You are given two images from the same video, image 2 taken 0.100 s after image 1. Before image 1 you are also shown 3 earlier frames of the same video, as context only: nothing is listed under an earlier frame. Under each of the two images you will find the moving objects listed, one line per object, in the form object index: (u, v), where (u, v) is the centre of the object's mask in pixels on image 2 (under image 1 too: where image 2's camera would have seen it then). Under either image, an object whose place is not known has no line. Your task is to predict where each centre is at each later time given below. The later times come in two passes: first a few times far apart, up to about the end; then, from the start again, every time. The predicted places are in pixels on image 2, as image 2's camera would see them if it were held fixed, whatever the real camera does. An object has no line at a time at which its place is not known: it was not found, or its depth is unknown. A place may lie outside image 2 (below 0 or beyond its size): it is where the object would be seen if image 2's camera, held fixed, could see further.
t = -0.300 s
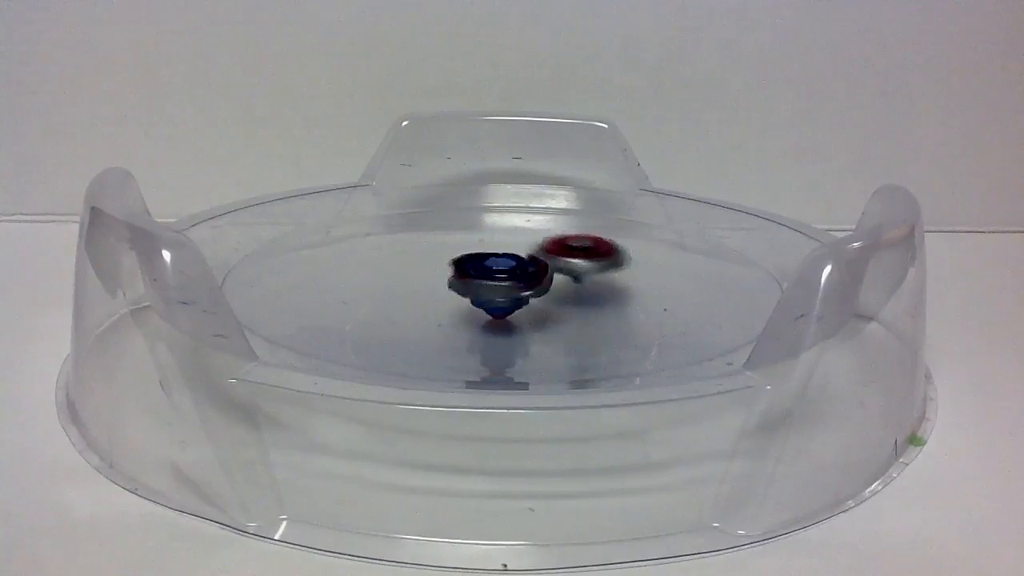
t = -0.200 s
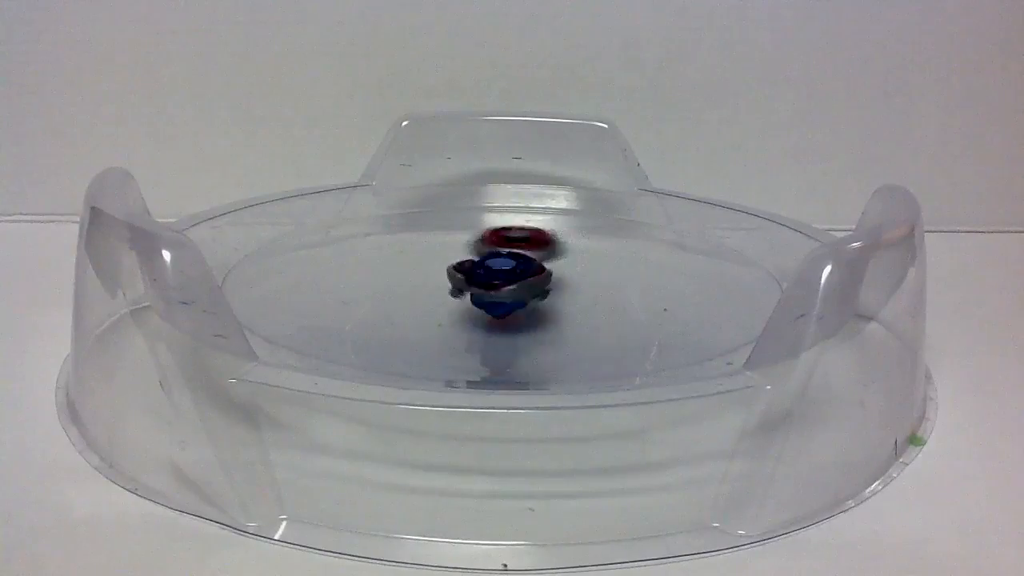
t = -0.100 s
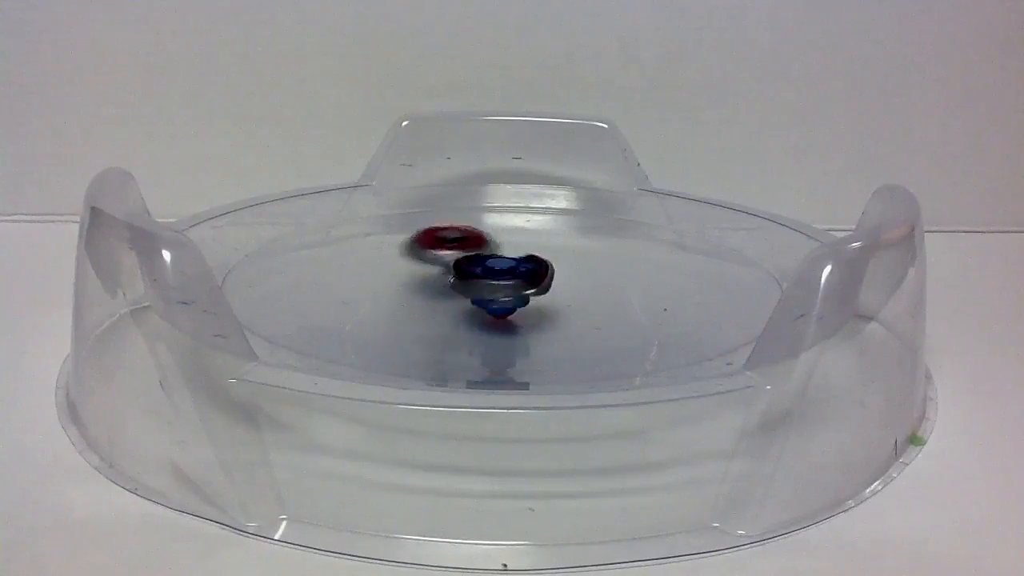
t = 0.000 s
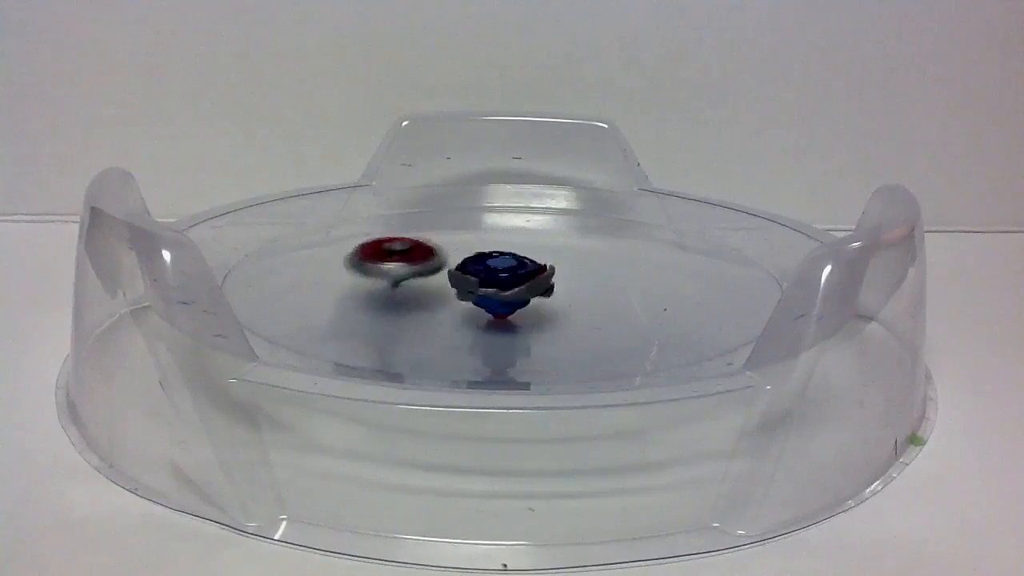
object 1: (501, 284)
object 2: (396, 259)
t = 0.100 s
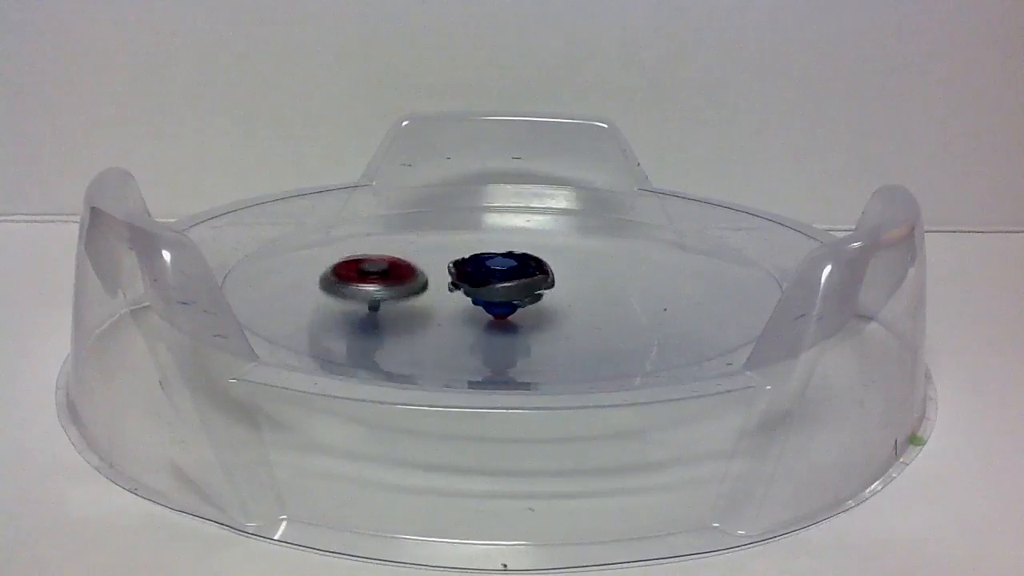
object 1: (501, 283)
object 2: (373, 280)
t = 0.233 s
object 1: (502, 283)
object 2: (415, 311)
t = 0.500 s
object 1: (502, 284)
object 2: (613, 302)
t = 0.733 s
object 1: (502, 284)
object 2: (583, 253)
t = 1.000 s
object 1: (502, 284)
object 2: (417, 255)
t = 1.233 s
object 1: (503, 284)
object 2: (409, 305)
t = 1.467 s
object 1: (502, 284)
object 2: (588, 314)
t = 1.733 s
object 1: (502, 284)
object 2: (601, 260)
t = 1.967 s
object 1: (503, 284)
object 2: (449, 248)
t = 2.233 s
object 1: (503, 284)
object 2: (394, 300)
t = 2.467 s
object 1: (501, 279)
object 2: (556, 320)
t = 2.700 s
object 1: (502, 284)
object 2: (612, 273)
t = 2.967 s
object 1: (502, 284)
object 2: (460, 245)
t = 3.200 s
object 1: (503, 284)
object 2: (382, 285)
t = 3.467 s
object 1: (501, 276)
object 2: (537, 321)
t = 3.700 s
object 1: (502, 284)
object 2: (616, 276)
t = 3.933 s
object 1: (503, 281)
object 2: (507, 241)
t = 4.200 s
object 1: (503, 284)
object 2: (391, 281)
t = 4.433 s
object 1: (503, 274)
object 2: (501, 321)
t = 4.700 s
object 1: (502, 284)
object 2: (623, 282)
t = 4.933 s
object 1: (502, 281)
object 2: (526, 244)
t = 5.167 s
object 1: (511, 294)
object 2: (400, 268)
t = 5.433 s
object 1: (536, 295)
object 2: (433, 318)
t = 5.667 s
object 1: (527, 280)
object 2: (585, 319)
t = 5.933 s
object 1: (492, 286)
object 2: (595, 274)
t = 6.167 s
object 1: (498, 291)
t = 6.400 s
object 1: (490, 293)
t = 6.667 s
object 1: (504, 279)
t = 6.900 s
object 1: (524, 276)
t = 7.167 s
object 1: (490, 268)
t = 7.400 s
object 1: (449, 264)
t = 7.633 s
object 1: (448, 261)
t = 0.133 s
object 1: (501, 283)
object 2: (375, 288)
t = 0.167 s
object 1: (501, 283)
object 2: (384, 297)
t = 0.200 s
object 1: (501, 283)
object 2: (397, 304)
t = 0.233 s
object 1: (502, 283)
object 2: (415, 311)
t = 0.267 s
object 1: (503, 281)
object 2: (438, 321)
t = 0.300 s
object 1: (504, 276)
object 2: (465, 321)
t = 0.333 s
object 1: (503, 274)
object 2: (498, 328)
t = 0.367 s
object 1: (501, 275)
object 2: (525, 322)
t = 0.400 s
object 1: (500, 278)
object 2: (553, 319)
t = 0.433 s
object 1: (501, 283)
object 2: (580, 315)
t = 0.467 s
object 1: (502, 284)
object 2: (598, 309)
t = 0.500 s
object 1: (502, 284)
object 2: (613, 302)
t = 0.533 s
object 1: (502, 284)
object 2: (622, 294)
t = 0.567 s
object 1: (502, 284)
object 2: (626, 287)
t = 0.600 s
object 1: (502, 284)
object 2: (625, 279)
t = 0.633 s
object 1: (502, 284)
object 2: (620, 271)
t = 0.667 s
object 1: (502, 284)
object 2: (610, 264)
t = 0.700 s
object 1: (502, 284)
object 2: (598, 258)
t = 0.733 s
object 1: (502, 284)
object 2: (583, 253)
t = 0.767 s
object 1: (502, 284)
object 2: (565, 248)
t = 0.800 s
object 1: (502, 284)
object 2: (546, 243)
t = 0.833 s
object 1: (502, 283)
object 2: (524, 240)
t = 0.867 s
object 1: (503, 284)
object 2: (500, 239)
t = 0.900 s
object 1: (503, 283)
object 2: (474, 240)
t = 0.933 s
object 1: (502, 285)
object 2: (451, 244)
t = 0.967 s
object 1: (503, 284)
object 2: (432, 249)
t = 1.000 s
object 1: (502, 284)
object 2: (417, 255)
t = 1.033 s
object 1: (502, 284)
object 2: (404, 260)
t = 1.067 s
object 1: (502, 284)
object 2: (393, 267)
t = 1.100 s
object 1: (502, 284)
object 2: (387, 275)
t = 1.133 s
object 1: (503, 284)
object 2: (385, 282)
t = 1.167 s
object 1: (503, 284)
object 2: (388, 290)
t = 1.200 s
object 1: (503, 284)
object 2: (397, 298)
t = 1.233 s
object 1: (503, 284)
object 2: (409, 305)
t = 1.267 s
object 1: (504, 283)
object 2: (425, 311)
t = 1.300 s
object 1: (505, 278)
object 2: (449, 318)
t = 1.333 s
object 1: (505, 275)
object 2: (476, 321)
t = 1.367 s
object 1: (503, 275)
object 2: (507, 323)
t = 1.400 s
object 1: (501, 276)
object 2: (536, 322)
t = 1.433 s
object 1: (501, 281)
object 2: (560, 319)
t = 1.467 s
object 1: (502, 284)
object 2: (588, 314)
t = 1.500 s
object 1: (502, 284)
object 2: (608, 308)
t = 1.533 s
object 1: (502, 284)
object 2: (620, 302)
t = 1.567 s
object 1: (502, 284)
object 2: (629, 294)
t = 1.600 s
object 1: (502, 284)
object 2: (632, 287)
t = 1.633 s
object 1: (502, 284)
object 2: (631, 279)
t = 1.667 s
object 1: (502, 284)
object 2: (625, 272)
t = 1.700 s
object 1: (502, 284)
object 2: (614, 265)
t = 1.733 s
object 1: (502, 284)
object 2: (601, 260)
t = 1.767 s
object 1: (502, 284)
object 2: (585, 254)
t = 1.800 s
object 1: (502, 284)
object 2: (567, 250)
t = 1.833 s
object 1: (502, 284)
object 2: (549, 246)
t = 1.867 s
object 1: (502, 284)
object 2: (526, 243)
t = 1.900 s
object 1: (503, 281)
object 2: (498, 242)
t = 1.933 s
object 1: (502, 281)
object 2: (472, 243)
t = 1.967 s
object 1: (503, 284)
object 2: (449, 248)
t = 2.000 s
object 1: (503, 284)
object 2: (431, 254)
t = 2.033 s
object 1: (503, 284)
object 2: (416, 259)
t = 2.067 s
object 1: (502, 284)
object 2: (404, 264)
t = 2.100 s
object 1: (502, 284)
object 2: (393, 270)
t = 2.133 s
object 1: (503, 284)
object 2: (386, 277)
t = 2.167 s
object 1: (503, 284)
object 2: (384, 285)
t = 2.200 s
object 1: (503, 284)
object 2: (387, 292)
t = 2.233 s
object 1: (503, 284)
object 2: (394, 300)
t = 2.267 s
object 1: (503, 284)
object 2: (406, 307)
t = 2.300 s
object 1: (503, 283)
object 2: (425, 313)
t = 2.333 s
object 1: (505, 278)
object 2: (447, 318)
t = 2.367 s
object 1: (505, 276)
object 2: (474, 322)
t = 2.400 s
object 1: (503, 275)
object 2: (504, 324)
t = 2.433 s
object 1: (501, 276)
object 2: (531, 323)
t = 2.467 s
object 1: (501, 279)
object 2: (556, 320)
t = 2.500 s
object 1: (502, 283)
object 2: (584, 314)
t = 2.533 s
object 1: (502, 284)
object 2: (601, 309)
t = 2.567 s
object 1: (502, 284)
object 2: (612, 303)
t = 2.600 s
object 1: (502, 284)
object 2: (620, 296)
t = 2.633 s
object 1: (502, 284)
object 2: (622, 288)
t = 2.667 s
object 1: (503, 284)
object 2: (619, 281)
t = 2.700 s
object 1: (502, 284)
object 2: (612, 273)
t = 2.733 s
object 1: (502, 284)
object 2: (602, 267)
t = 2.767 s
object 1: (502, 284)
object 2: (590, 261)
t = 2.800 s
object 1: (502, 284)
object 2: (575, 255)
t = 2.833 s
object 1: (502, 284)
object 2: (558, 249)
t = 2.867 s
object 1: (502, 284)
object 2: (538, 245)
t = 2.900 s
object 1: (503, 284)
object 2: (513, 242)
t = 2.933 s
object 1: (503, 281)
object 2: (486, 242)
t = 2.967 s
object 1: (502, 284)
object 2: (460, 245)
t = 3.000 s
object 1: (503, 284)
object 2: (441, 249)
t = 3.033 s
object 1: (503, 284)
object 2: (425, 253)
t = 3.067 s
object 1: (503, 284)
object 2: (411, 258)
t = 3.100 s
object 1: (503, 284)
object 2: (398, 263)
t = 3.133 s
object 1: (503, 284)
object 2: (388, 270)
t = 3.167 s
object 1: (503, 284)
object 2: (382, 277)
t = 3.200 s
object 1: (503, 284)
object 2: (382, 285)
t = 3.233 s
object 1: (503, 284)
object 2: (386, 292)
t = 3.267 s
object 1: (503, 284)
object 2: (396, 300)
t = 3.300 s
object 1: (503, 283)
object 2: (411, 307)
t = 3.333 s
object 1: (504, 282)
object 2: (432, 313)
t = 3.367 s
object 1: (505, 277)
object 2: (456, 318)
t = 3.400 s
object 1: (505, 275)
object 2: (483, 321)
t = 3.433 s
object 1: (503, 275)
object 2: (512, 322)
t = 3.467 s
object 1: (501, 276)
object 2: (537, 321)
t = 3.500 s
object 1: (500, 281)
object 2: (563, 317)
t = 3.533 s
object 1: (502, 283)
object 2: (585, 311)
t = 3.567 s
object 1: (502, 284)
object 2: (601, 305)
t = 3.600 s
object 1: (503, 284)
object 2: (612, 298)
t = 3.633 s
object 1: (502, 284)
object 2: (618, 291)
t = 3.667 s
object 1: (502, 284)
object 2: (619, 283)
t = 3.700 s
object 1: (502, 284)
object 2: (616, 276)
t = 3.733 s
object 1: (502, 284)
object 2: (609, 269)
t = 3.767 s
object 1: (502, 284)
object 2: (599, 263)
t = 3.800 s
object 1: (502, 284)
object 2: (586, 257)
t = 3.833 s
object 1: (502, 284)
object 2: (571, 252)
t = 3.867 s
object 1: (502, 284)
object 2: (554, 247)
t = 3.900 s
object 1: (502, 284)
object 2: (532, 243)
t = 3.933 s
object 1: (503, 281)
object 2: (507, 241)
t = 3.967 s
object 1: (503, 281)
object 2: (482, 242)
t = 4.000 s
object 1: (502, 284)
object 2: (458, 245)
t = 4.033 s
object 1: (503, 284)
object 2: (439, 250)
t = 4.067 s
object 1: (503, 284)
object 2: (424, 255)
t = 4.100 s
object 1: (503, 284)
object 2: (412, 261)
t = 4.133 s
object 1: (503, 284)
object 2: (401, 267)
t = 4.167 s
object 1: (503, 284)
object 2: (394, 274)
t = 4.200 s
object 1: (503, 284)
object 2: (391, 281)
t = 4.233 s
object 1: (503, 284)
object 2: (392, 289)
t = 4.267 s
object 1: (503, 284)
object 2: (399, 297)
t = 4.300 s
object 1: (503, 284)
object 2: (410, 304)
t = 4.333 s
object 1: (504, 283)
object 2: (429, 312)
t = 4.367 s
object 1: (506, 277)
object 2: (447, 316)
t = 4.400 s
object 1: (505, 275)
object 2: (471, 319)
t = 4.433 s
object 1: (503, 274)
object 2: (501, 321)
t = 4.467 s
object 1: (501, 275)
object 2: (526, 321)
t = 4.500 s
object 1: (500, 278)
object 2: (553, 319)
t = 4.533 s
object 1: (501, 283)
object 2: (579, 314)
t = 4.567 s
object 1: (502, 284)
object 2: (597, 309)
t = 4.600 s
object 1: (502, 284)
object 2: (611, 303)
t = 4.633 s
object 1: (502, 284)
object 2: (620, 296)
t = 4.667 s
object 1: (502, 284)
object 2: (624, 289)
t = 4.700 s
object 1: (502, 284)
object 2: (623, 282)
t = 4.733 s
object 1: (502, 284)
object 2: (618, 275)
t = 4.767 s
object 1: (502, 284)
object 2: (608, 268)
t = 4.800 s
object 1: (502, 284)
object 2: (597, 263)
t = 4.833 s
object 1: (502, 284)
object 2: (583, 257)
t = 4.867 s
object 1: (502, 284)
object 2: (566, 252)
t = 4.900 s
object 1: (502, 284)
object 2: (548, 247)
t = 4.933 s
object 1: (502, 281)
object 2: (526, 244)
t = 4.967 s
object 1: (502, 281)
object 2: (501, 243)
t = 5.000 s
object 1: (501, 287)
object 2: (474, 243)
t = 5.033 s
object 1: (500, 289)
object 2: (449, 246)
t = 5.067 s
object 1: (500, 291)
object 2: (434, 252)
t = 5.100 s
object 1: (503, 293)
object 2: (422, 257)
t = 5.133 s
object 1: (507, 294)
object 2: (411, 262)
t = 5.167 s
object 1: (511, 294)
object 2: (400, 268)
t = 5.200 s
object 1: (515, 294)
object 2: (393, 274)
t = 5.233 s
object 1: (517, 294)
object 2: (390, 282)
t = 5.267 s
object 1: (518, 295)
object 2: (391, 289)
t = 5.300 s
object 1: (518, 295)
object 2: (399, 297)
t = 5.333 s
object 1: (516, 295)
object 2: (410, 304)
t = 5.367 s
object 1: (526, 294)
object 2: (417, 309)
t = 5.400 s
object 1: (535, 295)
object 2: (421, 314)
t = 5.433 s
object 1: (536, 295)
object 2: (433, 318)
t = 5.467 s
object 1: (537, 295)
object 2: (453, 321)
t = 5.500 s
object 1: (540, 291)
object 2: (474, 324)
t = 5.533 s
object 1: (538, 284)
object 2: (507, 326)
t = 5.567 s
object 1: (535, 279)
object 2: (528, 325)
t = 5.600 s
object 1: (530, 276)
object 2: (550, 325)
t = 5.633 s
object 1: (528, 278)
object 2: (569, 322)
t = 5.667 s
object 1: (527, 280)
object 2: (585, 319)
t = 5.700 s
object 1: (526, 282)
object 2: (608, 312)
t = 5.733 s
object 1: (525, 282)
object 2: (609, 308)
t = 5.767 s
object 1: (521, 282)
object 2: (618, 302)
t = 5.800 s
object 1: (512, 281)
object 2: (622, 296)
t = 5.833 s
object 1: (502, 282)
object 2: (620, 290)
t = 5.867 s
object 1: (496, 284)
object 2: (615, 284)
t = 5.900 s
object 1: (494, 285)
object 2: (607, 279)
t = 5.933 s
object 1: (492, 286)
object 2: (595, 274)
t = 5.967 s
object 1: (491, 287)
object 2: (584, 269)
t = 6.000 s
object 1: (489, 292)
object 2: (572, 265)
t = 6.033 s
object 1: (491, 292)
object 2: (562, 262)
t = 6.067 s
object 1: (494, 290)
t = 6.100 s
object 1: (498, 290)
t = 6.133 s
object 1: (499, 290)
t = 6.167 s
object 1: (498, 291)
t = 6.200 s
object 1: (495, 292)
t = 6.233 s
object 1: (492, 293)
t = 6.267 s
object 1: (490, 293)
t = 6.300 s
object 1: (489, 293)
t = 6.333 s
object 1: (489, 293)
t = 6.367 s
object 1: (490, 293)
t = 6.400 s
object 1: (490, 293)
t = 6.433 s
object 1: (490, 293)
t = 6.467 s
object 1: (490, 293)
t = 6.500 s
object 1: (490, 293)
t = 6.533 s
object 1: (490, 293)
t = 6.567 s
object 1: (490, 293)
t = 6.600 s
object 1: (494, 290)
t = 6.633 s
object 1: (499, 284)
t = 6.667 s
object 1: (504, 279)
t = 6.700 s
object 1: (509, 279)
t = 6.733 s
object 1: (516, 279)
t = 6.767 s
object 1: (524, 278)
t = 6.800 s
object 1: (528, 276)
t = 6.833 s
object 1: (528, 276)
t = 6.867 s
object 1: (526, 275)
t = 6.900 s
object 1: (524, 276)
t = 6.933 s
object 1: (523, 278)
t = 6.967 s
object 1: (521, 279)
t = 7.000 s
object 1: (523, 277)
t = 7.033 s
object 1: (520, 275)
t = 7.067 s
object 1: (516, 274)
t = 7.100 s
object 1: (511, 273)
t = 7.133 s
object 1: (506, 273)
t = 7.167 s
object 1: (490, 268)
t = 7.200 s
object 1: (474, 265)
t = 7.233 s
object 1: (464, 264)
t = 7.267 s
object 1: (462, 264)
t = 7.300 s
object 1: (463, 265)
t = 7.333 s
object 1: (460, 265)
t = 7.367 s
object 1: (452, 264)
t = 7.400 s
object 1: (449, 264)
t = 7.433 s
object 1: (447, 263)
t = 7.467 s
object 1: (446, 263)
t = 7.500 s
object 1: (445, 262)
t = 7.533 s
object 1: (446, 261)
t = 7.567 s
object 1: (448, 260)
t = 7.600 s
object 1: (448, 260)
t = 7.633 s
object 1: (448, 261)
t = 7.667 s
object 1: (448, 262)
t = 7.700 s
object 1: (448, 264)
